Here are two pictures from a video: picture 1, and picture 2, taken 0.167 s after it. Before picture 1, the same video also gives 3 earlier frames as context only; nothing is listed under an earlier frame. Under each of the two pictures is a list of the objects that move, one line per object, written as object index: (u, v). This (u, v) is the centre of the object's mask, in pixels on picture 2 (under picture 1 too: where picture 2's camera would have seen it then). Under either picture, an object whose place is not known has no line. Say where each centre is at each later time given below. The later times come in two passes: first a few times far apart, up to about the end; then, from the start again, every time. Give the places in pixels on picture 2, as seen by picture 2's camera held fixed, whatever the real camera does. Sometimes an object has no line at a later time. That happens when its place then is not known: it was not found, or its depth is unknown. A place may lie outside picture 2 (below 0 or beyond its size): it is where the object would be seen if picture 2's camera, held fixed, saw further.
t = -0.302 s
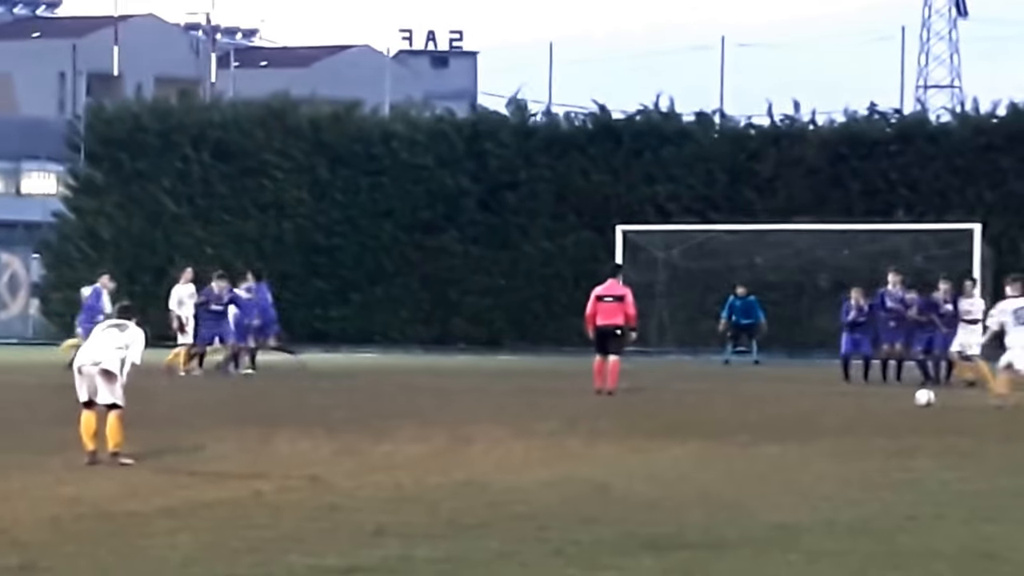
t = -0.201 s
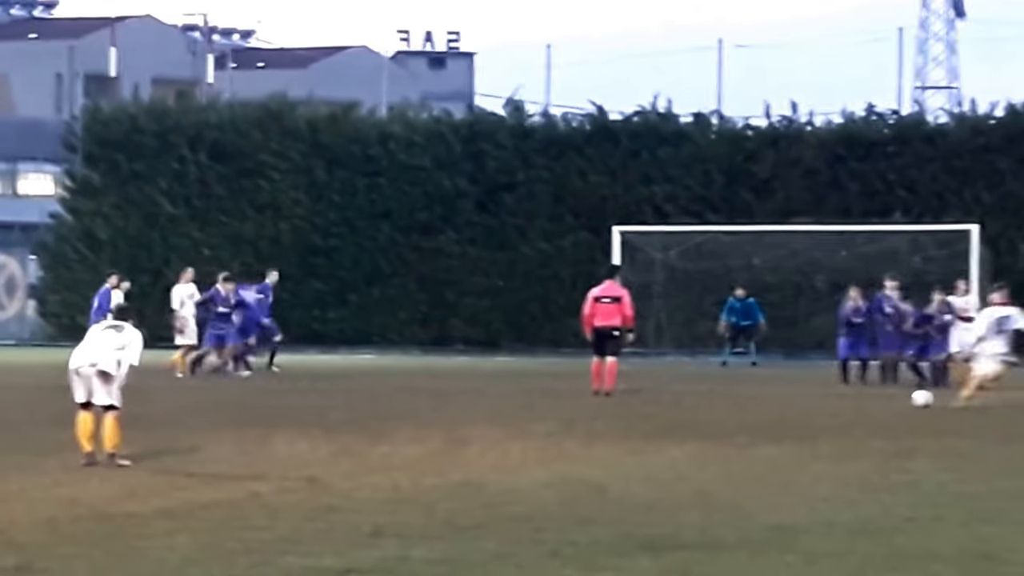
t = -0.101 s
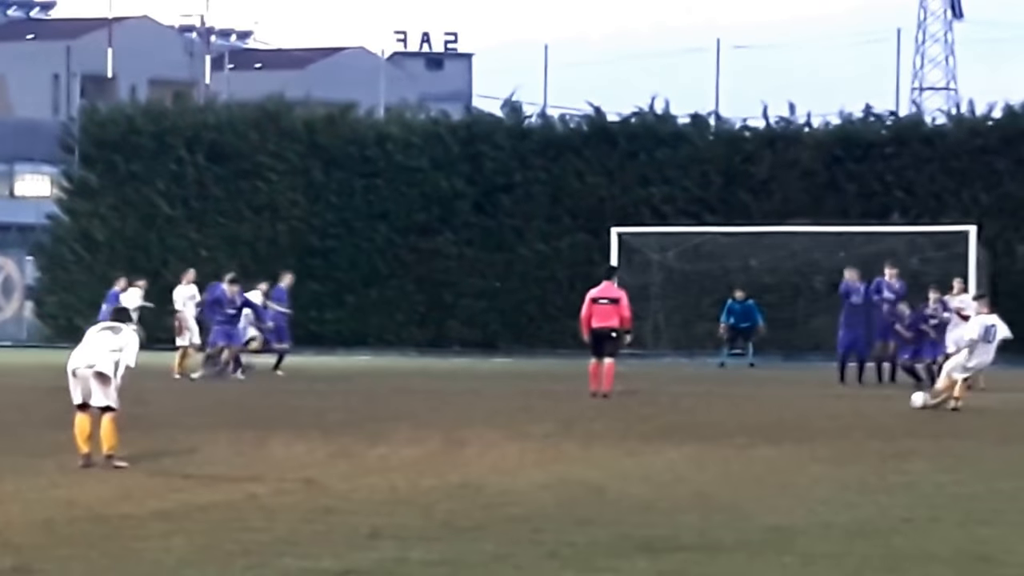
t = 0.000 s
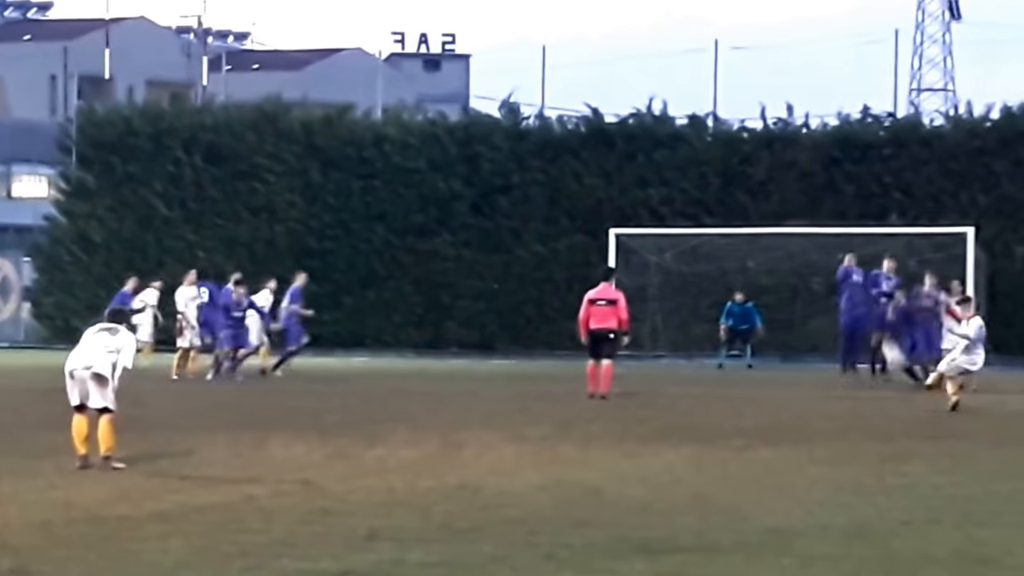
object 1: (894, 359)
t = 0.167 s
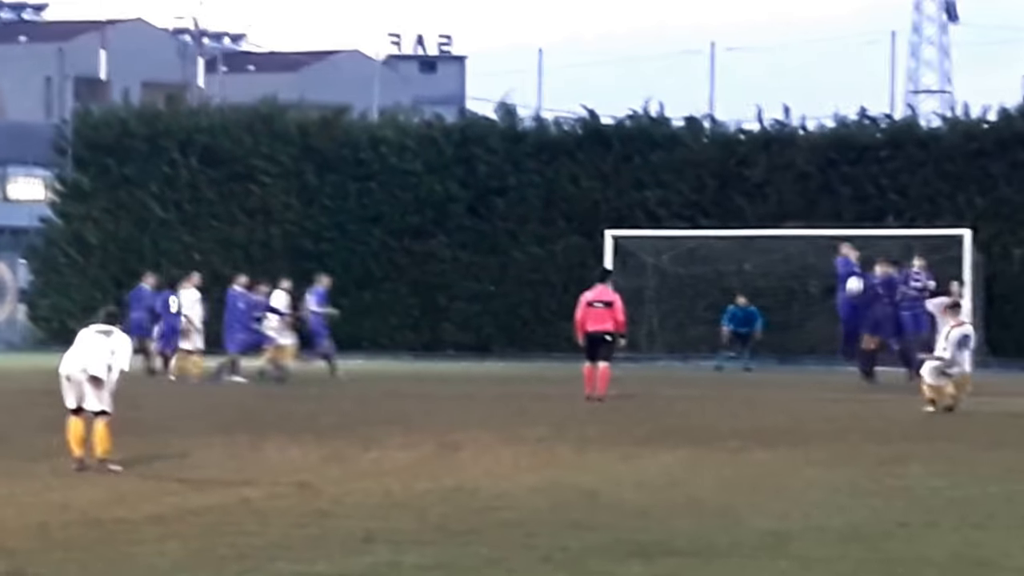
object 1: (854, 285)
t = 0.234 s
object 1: (844, 263)
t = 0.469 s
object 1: (830, 215)
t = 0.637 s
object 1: (832, 206)
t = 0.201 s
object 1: (849, 272)
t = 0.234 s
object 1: (844, 263)
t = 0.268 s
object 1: (841, 254)
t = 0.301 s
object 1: (838, 245)
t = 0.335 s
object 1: (837, 241)
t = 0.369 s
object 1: (834, 230)
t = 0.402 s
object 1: (831, 224)
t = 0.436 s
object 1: (830, 219)
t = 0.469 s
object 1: (830, 215)
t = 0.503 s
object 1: (828, 212)
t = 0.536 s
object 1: (829, 210)
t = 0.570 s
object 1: (829, 207)
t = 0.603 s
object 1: (830, 207)
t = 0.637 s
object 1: (832, 206)
